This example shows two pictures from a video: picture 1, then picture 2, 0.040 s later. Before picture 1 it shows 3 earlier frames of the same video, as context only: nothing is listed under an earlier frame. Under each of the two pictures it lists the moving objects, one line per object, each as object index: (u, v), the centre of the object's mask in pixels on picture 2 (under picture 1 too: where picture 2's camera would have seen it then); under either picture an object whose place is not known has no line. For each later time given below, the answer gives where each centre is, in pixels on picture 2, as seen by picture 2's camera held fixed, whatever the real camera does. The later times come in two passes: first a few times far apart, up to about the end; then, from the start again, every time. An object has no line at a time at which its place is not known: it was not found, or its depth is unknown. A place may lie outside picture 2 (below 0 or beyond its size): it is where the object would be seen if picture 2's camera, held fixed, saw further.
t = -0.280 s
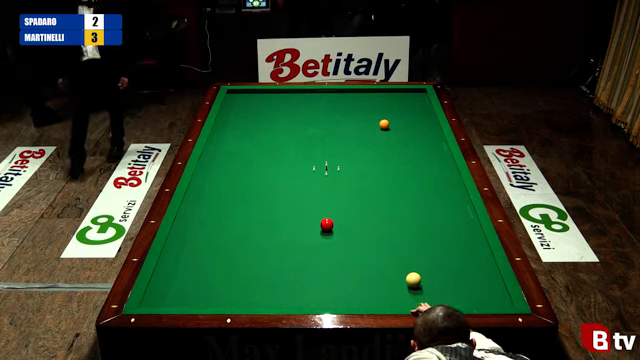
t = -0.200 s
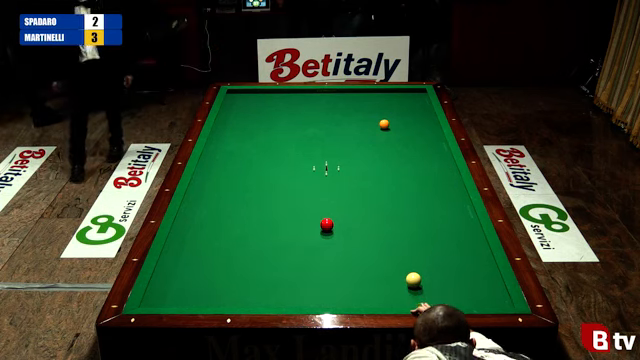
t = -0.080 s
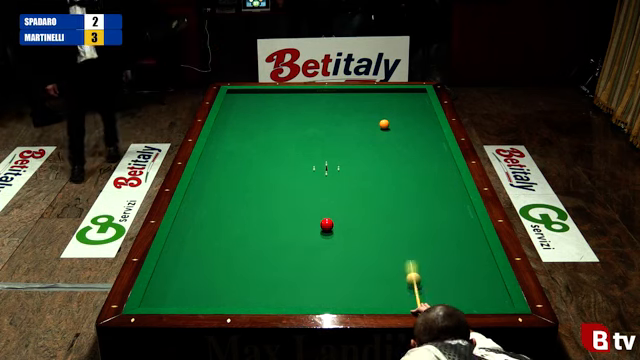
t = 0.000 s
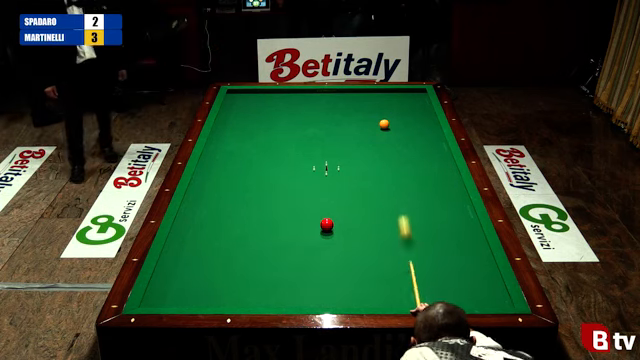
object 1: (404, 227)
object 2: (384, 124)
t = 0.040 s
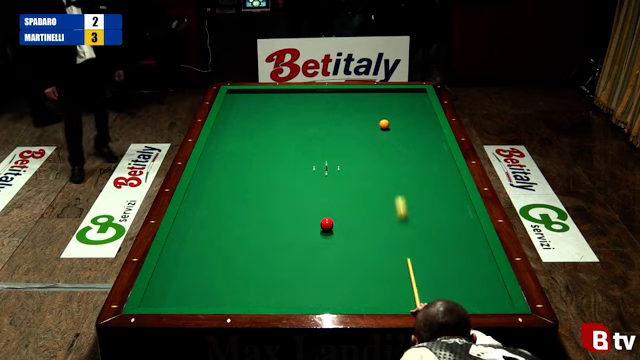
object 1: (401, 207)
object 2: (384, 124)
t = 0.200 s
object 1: (390, 147)
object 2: (384, 124)
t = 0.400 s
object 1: (408, 124)
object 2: (358, 96)
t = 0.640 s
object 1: (430, 121)
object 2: (341, 117)
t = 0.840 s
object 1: (414, 120)
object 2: (330, 148)
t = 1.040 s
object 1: (400, 119)
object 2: (318, 183)
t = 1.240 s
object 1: (388, 119)
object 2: (303, 224)
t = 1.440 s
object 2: (284, 277)
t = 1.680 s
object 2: (280, 268)
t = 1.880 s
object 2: (285, 234)
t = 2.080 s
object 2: (288, 210)
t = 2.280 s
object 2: (291, 189)
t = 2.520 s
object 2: (295, 166)
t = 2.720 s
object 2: (297, 150)
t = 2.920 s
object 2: (299, 135)
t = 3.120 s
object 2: (301, 122)
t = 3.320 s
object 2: (303, 110)
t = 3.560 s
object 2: (305, 97)
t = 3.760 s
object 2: (306, 92)
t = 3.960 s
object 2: (307, 98)
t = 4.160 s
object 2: (308, 104)
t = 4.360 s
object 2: (308, 111)
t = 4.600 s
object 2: (309, 118)
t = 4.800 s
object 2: (310, 125)
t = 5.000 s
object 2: (311, 132)
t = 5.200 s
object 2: (312, 139)
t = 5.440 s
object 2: (313, 148)
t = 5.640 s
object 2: (314, 156)
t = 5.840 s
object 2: (315, 163)
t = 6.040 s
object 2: (316, 172)
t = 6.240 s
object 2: (317, 181)
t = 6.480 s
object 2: (319, 191)
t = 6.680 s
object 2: (320, 201)
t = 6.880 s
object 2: (321, 210)
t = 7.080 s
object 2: (322, 218)
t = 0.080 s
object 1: (398, 190)
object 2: (384, 124)
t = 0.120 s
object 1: (395, 174)
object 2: (384, 124)
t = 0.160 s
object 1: (392, 159)
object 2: (384, 124)
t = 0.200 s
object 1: (390, 147)
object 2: (384, 124)
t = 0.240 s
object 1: (389, 134)
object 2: (383, 123)
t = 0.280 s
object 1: (390, 127)
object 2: (380, 120)
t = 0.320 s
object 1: (396, 126)
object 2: (373, 112)
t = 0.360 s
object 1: (402, 125)
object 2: (365, 103)
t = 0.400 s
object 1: (408, 124)
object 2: (358, 96)
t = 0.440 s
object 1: (414, 123)
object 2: (352, 90)
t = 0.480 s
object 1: (419, 123)
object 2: (350, 94)
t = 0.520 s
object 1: (424, 122)
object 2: (347, 100)
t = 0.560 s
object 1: (429, 121)
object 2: (346, 106)
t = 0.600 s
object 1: (433, 121)
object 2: (343, 111)
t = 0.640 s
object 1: (430, 121)
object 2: (341, 117)
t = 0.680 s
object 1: (426, 120)
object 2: (339, 123)
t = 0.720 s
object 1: (422, 120)
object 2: (337, 129)
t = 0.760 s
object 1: (419, 120)
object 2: (335, 135)
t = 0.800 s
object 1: (416, 120)
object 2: (332, 142)
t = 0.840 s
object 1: (414, 120)
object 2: (330, 148)
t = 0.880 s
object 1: (411, 120)
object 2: (328, 154)
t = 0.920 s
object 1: (408, 120)
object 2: (325, 161)
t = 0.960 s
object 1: (406, 119)
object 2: (323, 168)
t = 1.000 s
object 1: (403, 119)
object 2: (321, 175)
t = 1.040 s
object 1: (400, 119)
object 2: (318, 183)
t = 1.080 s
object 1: (398, 119)
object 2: (315, 190)
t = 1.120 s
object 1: (395, 119)
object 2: (312, 198)
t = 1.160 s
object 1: (393, 119)
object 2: (310, 206)
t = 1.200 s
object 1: (390, 119)
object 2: (306, 215)
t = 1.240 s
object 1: (388, 119)
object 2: (303, 224)
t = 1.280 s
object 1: (385, 118)
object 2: (300, 234)
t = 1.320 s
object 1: (383, 118)
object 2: (296, 244)
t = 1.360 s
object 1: (380, 118)
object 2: (292, 254)
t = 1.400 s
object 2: (288, 265)
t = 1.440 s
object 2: (284, 277)
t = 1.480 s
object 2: (280, 288)
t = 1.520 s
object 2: (276, 299)
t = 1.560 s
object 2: (275, 297)
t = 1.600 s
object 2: (277, 287)
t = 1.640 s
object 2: (278, 277)
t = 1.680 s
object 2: (280, 268)
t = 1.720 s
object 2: (281, 260)
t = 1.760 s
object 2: (282, 253)
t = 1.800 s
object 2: (283, 246)
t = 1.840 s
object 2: (284, 240)
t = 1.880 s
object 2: (285, 234)
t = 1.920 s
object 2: (285, 229)
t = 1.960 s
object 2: (286, 224)
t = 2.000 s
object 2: (287, 219)
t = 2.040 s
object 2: (288, 214)
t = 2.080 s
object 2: (288, 210)
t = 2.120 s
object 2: (289, 205)
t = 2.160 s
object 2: (290, 201)
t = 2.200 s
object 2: (290, 197)
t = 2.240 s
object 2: (291, 193)
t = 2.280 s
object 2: (291, 189)
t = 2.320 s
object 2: (292, 184)
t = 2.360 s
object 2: (292, 181)
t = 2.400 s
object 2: (293, 177)
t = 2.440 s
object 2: (294, 173)
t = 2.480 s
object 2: (294, 169)
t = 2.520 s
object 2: (295, 166)
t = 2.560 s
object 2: (295, 163)
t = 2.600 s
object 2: (296, 159)
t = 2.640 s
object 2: (296, 156)
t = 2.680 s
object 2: (297, 153)
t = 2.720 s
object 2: (297, 150)
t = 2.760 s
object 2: (298, 147)
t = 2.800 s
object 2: (298, 144)
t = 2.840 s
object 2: (298, 141)
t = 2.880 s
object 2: (299, 138)
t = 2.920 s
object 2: (299, 135)
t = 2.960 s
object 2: (300, 133)
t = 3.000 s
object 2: (300, 130)
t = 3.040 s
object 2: (301, 127)
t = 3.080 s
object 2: (301, 125)
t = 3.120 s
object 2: (301, 122)
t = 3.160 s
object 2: (302, 119)
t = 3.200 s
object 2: (302, 117)
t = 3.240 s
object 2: (302, 115)
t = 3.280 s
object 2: (303, 112)
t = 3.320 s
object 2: (303, 110)
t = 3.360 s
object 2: (303, 108)
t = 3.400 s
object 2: (304, 106)
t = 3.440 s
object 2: (304, 104)
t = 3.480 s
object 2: (305, 101)
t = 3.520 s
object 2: (305, 99)
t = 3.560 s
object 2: (305, 97)
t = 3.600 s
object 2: (305, 95)
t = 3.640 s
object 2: (306, 93)
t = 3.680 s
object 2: (306, 91)
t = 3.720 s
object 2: (306, 90)
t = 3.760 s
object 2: (306, 92)
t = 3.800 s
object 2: (307, 93)
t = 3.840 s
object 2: (307, 95)
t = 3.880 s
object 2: (307, 96)
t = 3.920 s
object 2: (307, 97)
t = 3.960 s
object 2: (307, 98)
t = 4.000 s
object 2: (307, 100)
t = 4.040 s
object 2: (307, 101)
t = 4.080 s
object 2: (308, 102)
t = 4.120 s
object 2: (308, 103)
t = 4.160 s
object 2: (308, 104)
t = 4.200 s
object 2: (308, 106)
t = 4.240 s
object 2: (308, 107)
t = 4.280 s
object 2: (308, 108)
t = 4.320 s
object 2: (308, 109)
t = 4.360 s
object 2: (308, 111)
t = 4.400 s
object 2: (309, 112)
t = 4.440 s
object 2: (309, 113)
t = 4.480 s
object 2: (309, 115)
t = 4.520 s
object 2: (309, 116)
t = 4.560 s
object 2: (309, 117)
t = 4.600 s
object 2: (309, 118)
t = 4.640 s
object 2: (309, 120)
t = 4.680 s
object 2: (309, 121)
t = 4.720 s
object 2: (309, 122)
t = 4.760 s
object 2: (310, 124)
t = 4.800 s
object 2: (310, 125)
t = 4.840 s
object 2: (310, 126)
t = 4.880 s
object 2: (310, 128)
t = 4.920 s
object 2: (310, 129)
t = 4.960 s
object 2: (311, 131)
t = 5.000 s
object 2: (311, 132)
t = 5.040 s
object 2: (311, 133)
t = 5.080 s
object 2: (311, 135)
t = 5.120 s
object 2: (311, 136)
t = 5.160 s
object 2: (312, 138)
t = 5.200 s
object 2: (312, 139)
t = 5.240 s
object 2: (312, 141)
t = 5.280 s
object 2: (312, 142)
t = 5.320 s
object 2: (312, 143)
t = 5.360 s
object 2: (312, 145)
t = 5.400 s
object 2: (313, 147)
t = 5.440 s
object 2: (313, 148)
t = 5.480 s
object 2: (313, 150)
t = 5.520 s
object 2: (313, 151)
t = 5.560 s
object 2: (313, 153)
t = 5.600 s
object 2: (314, 154)
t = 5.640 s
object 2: (314, 156)
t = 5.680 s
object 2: (314, 157)
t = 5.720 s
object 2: (314, 159)
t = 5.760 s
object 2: (314, 160)
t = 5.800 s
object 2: (315, 162)
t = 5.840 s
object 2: (315, 163)
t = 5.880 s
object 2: (315, 165)
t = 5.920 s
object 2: (315, 167)
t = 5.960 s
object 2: (316, 168)
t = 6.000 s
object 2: (316, 170)
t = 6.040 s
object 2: (316, 172)
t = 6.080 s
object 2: (316, 174)
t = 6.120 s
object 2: (316, 175)
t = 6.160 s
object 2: (317, 177)
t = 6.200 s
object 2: (317, 179)
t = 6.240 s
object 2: (317, 181)
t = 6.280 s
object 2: (317, 182)
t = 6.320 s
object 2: (318, 184)
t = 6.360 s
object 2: (318, 186)
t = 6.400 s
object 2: (318, 188)
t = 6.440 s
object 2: (319, 189)
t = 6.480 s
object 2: (319, 191)
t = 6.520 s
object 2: (319, 193)
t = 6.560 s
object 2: (319, 195)
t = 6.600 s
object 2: (319, 197)
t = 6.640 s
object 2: (320, 198)
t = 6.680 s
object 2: (320, 201)
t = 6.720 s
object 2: (320, 202)
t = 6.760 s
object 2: (321, 204)
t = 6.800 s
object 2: (321, 206)
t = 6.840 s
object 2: (321, 208)
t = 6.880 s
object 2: (321, 210)
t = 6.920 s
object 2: (322, 212)
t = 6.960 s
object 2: (322, 213)
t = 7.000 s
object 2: (322, 214)
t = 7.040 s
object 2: (322, 216)
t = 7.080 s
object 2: (322, 218)
